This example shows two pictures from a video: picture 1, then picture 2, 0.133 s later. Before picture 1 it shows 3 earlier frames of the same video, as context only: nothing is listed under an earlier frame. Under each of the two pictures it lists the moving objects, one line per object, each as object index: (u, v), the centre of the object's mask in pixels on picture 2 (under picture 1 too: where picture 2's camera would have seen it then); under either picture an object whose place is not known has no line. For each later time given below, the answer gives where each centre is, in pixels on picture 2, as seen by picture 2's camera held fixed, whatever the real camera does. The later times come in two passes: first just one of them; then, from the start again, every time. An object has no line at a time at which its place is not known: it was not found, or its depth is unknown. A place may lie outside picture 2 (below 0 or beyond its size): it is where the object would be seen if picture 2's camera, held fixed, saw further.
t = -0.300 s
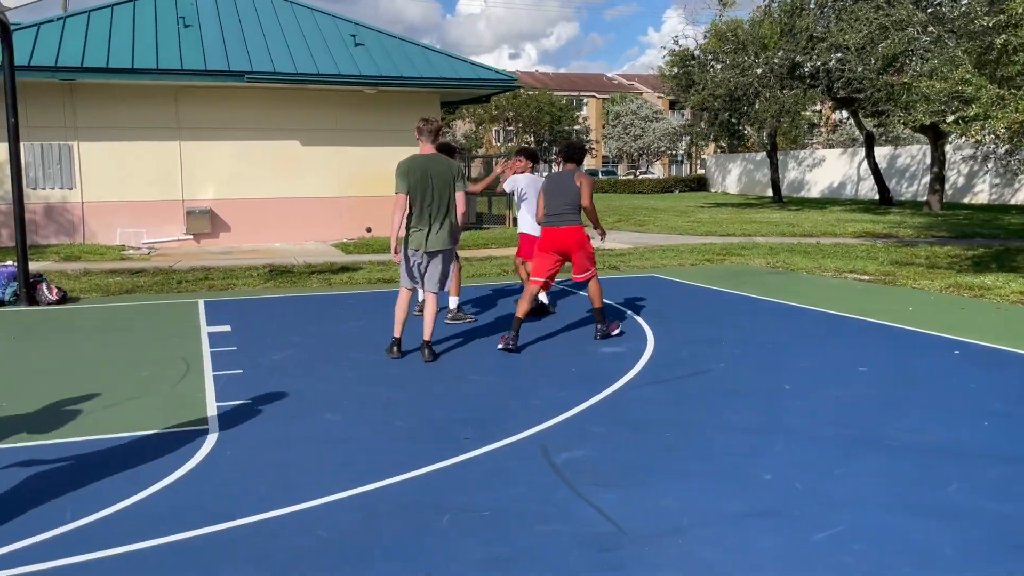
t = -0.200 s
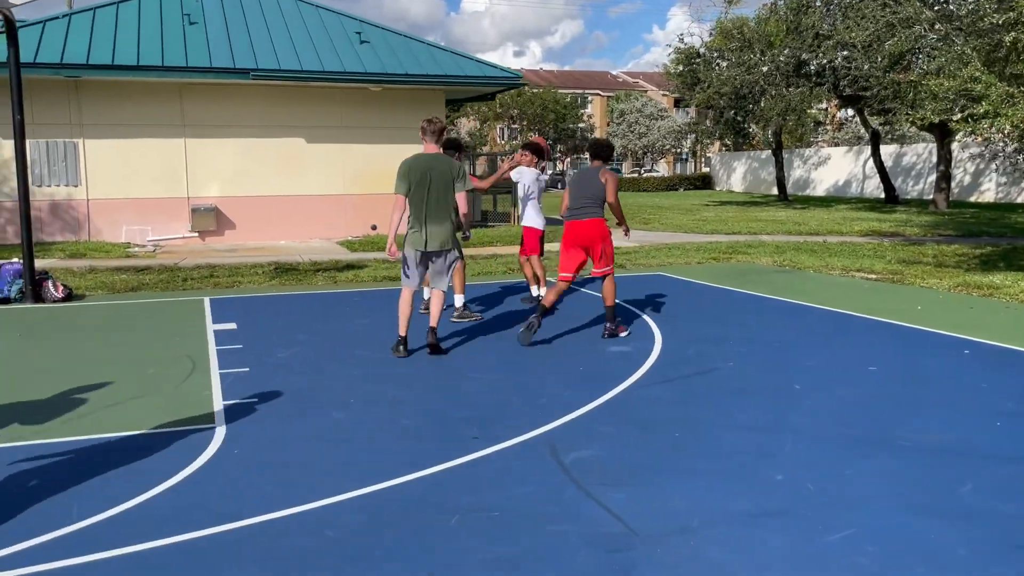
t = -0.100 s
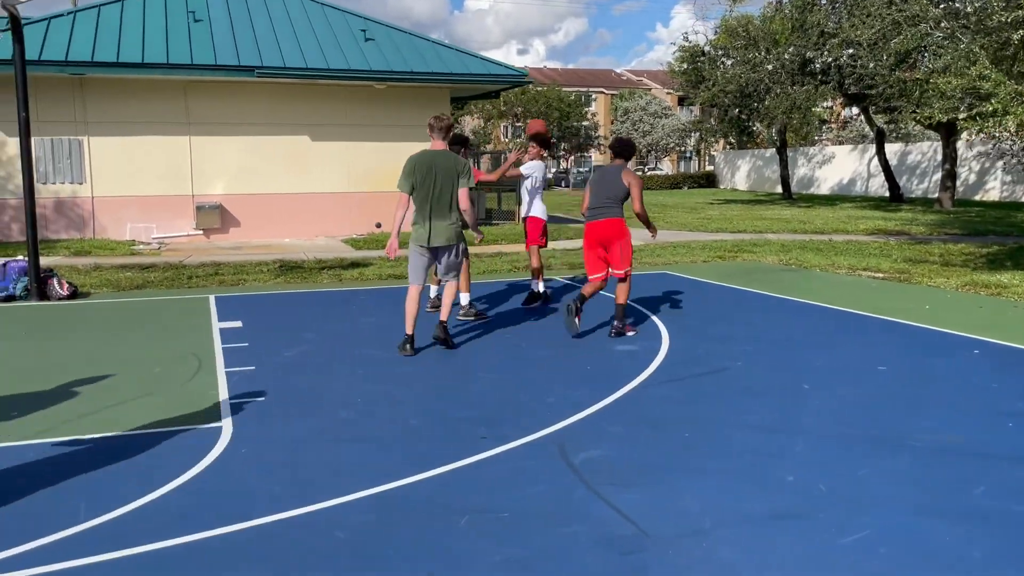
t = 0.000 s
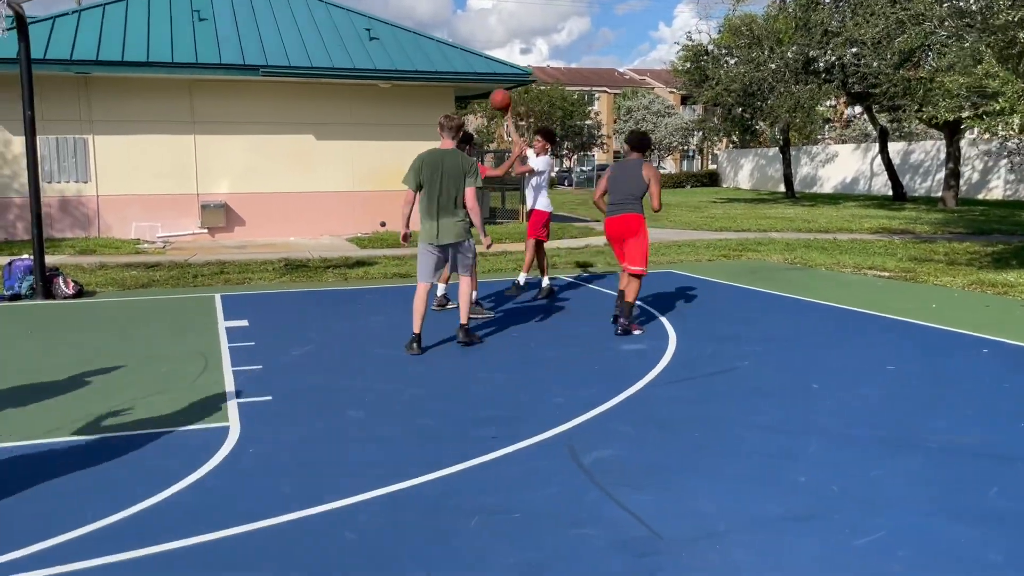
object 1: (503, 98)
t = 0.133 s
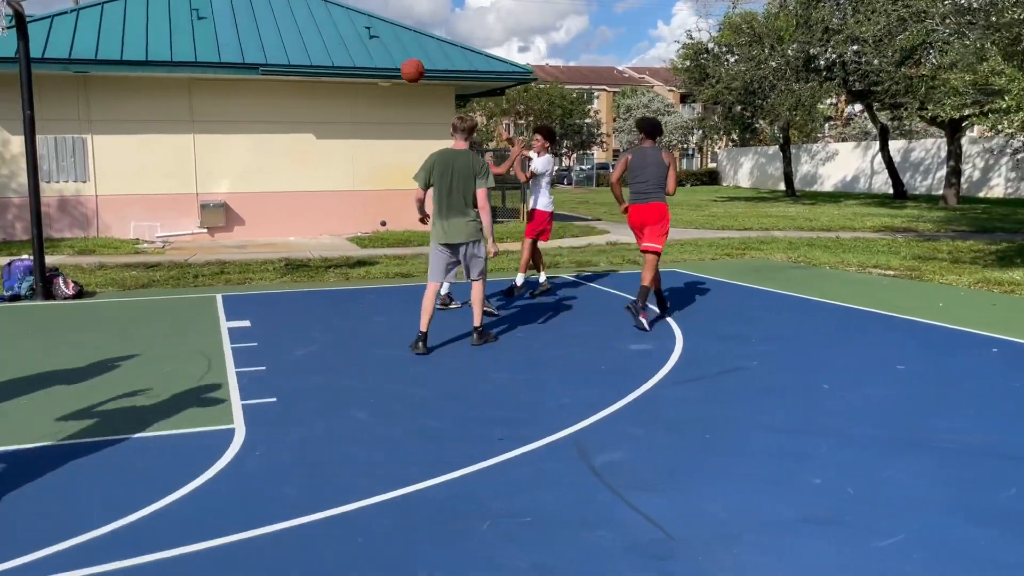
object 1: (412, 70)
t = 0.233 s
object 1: (338, 58)
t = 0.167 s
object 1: (388, 65)
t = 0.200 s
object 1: (364, 62)
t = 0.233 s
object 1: (338, 58)
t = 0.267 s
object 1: (312, 57)
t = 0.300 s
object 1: (284, 56)
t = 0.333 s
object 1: (255, 56)
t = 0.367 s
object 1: (226, 58)
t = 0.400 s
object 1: (196, 61)
